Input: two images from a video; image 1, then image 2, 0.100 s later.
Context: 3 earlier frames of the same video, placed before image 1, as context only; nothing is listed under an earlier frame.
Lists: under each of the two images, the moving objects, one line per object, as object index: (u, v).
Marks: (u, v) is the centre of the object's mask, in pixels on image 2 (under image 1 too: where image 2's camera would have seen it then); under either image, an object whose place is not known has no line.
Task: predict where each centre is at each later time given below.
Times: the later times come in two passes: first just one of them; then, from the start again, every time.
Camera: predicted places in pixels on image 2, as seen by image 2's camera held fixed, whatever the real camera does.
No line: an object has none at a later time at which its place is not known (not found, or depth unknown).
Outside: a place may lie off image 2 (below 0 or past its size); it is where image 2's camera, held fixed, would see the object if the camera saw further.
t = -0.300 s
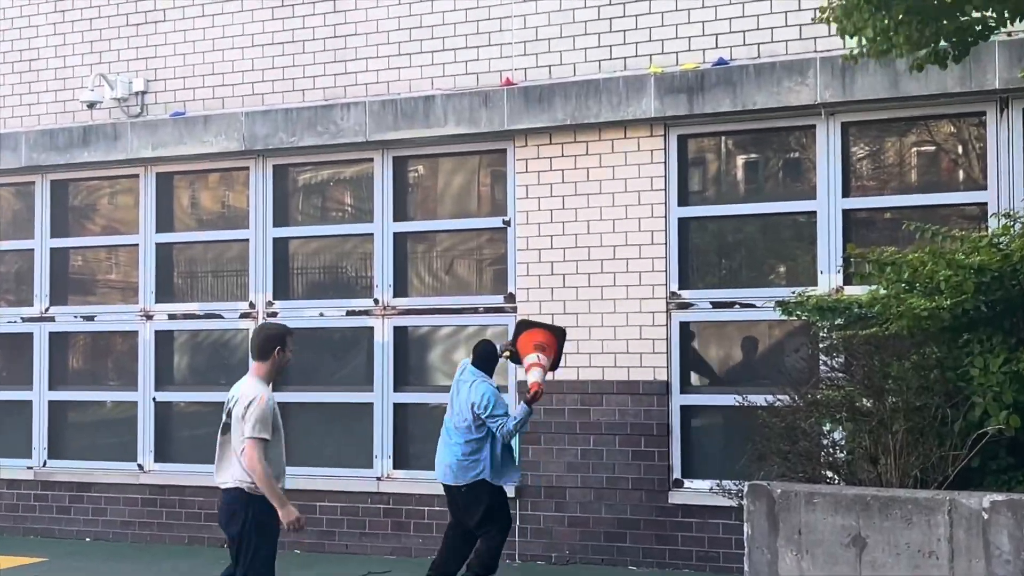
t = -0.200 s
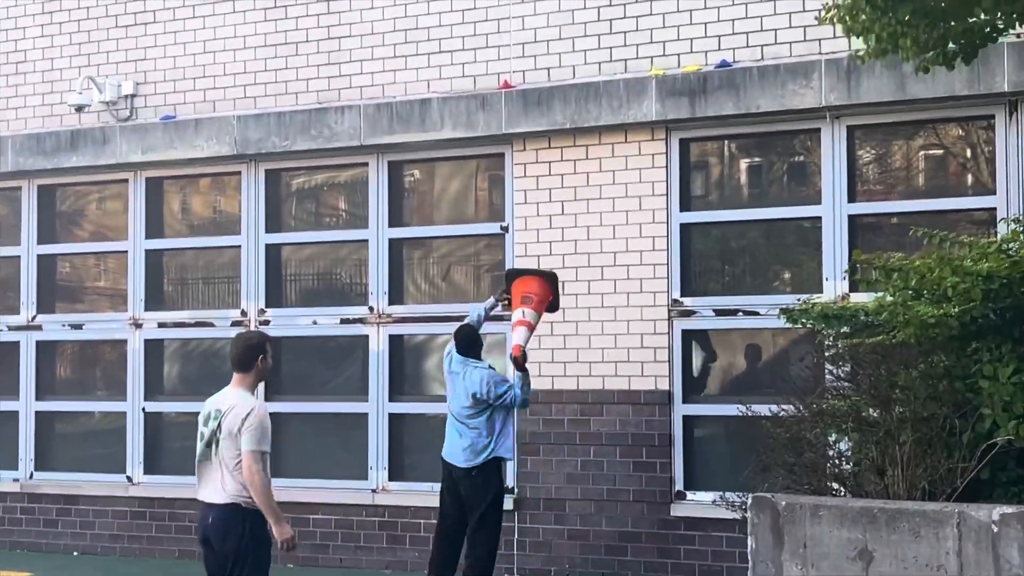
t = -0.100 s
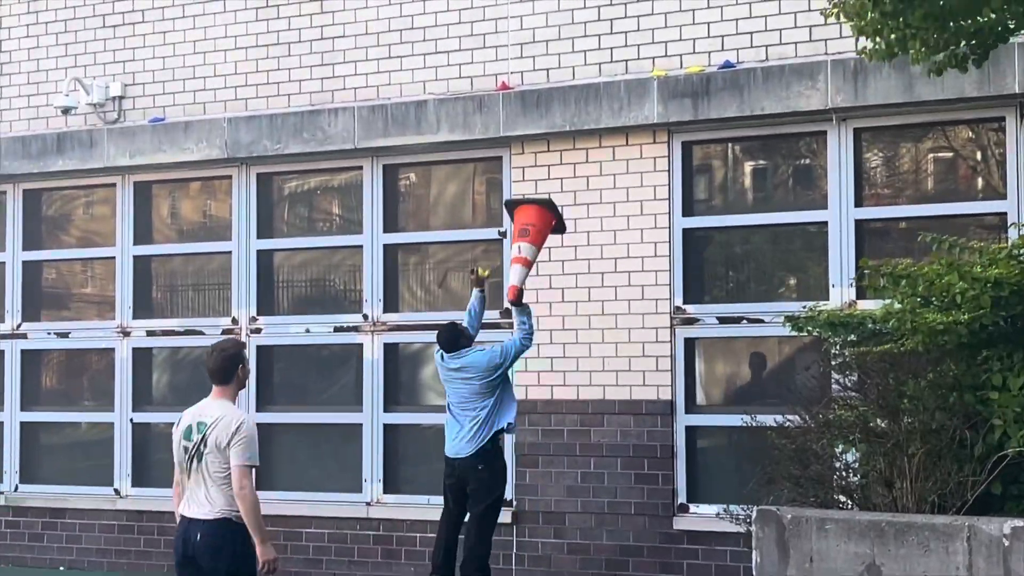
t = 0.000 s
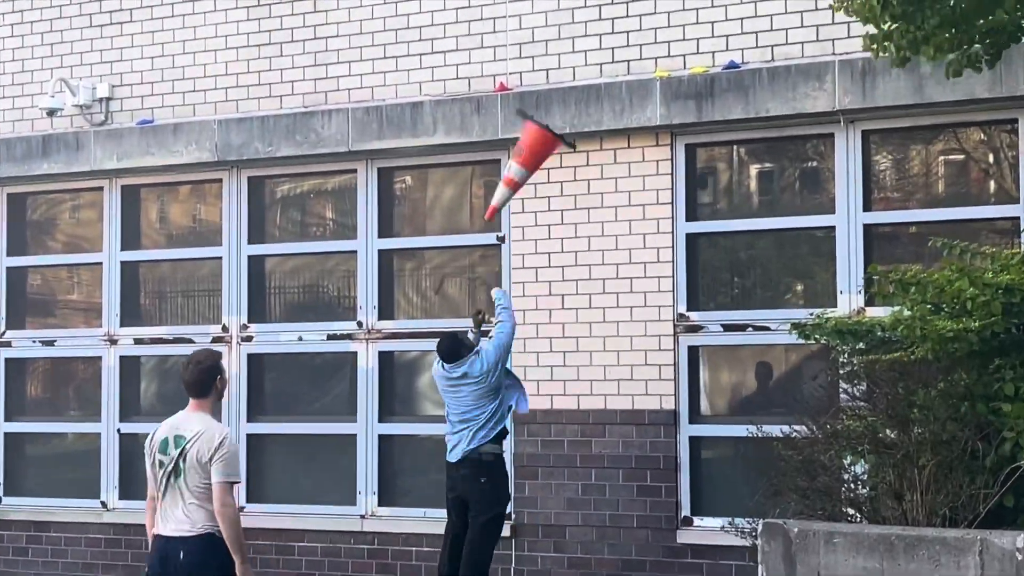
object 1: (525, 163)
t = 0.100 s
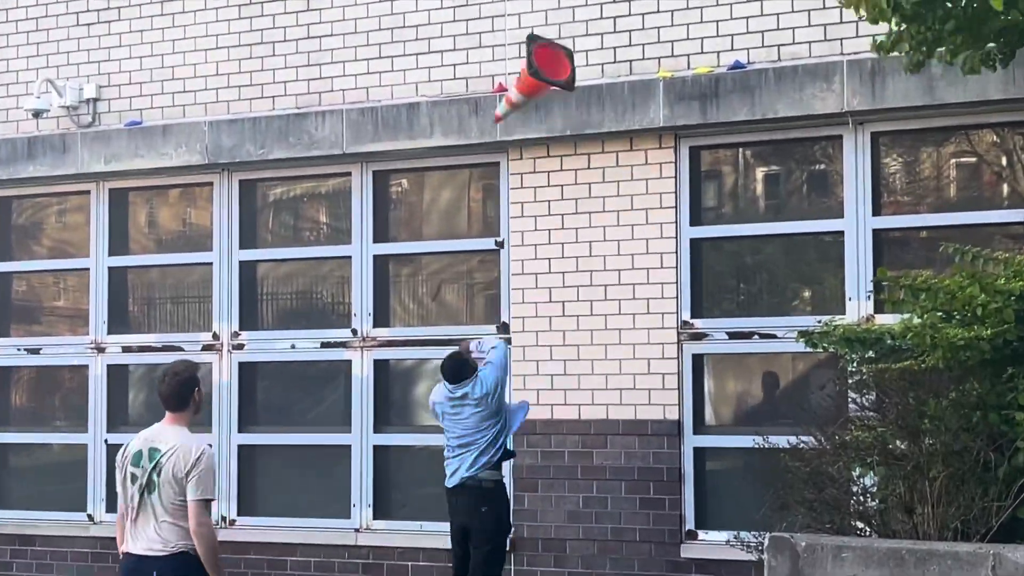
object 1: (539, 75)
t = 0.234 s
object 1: (545, 17)
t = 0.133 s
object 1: (543, 51)
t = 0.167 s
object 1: (549, 31)
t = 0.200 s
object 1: (548, 23)
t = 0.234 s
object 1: (545, 17)
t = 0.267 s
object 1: (546, 13)
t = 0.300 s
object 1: (548, 10)
